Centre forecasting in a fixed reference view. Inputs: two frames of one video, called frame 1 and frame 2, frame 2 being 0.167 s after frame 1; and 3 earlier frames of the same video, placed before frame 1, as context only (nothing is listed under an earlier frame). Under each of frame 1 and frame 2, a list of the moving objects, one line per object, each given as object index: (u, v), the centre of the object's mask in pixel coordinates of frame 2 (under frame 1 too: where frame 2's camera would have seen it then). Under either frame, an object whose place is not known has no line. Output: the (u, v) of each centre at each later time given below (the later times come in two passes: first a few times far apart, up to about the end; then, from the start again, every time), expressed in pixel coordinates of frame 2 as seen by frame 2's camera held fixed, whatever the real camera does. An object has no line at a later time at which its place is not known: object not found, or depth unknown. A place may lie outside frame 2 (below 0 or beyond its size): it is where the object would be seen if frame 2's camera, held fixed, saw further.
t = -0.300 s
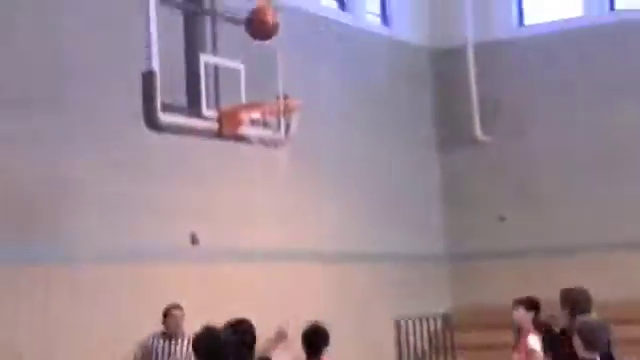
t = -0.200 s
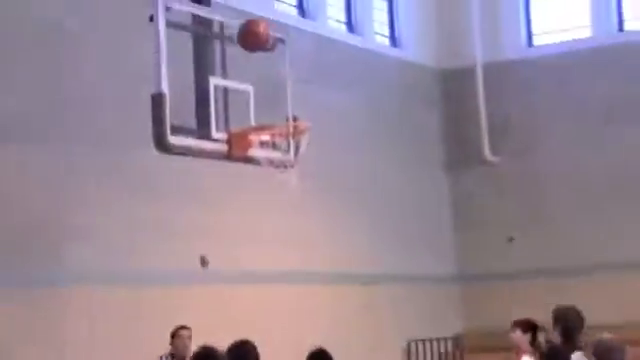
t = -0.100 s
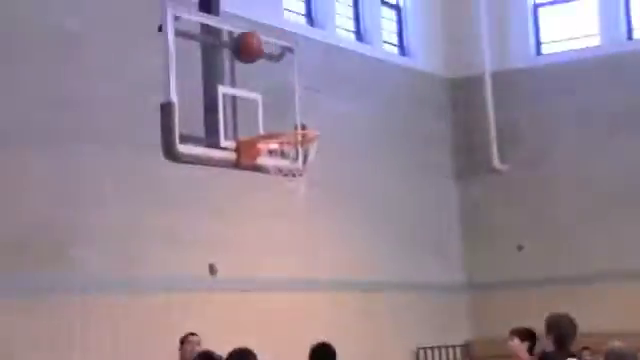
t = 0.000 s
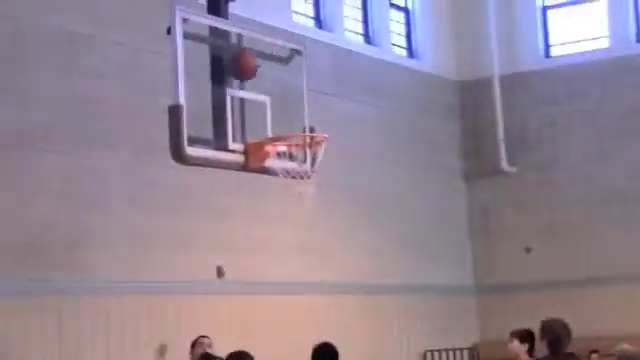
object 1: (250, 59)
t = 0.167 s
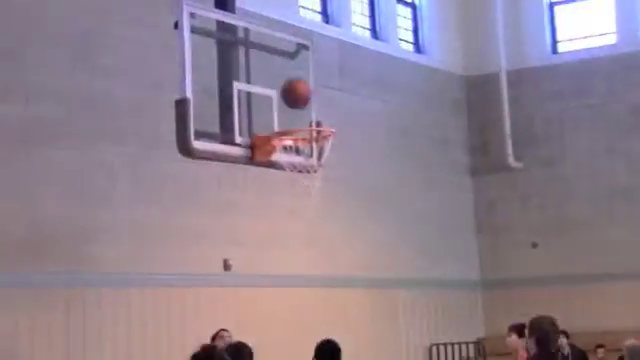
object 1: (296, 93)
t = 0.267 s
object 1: (316, 114)
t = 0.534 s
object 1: (305, 116)
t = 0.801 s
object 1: (293, 137)
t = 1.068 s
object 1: (292, 208)
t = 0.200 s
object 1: (305, 104)
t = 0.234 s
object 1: (315, 114)
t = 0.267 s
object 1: (316, 114)
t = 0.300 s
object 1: (315, 112)
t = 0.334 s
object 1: (313, 112)
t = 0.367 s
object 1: (312, 112)
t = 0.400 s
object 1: (311, 113)
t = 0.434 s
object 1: (309, 114)
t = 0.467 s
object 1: (306, 117)
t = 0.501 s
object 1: (306, 118)
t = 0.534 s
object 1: (305, 116)
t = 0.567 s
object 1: (301, 115)
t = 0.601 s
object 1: (300, 114)
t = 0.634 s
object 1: (299, 114)
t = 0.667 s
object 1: (297, 115)
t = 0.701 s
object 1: (296, 117)
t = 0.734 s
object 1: (295, 119)
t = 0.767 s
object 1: (294, 122)
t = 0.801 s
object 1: (293, 137)
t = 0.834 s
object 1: (290, 146)
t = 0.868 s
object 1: (287, 158)
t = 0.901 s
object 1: (289, 168)
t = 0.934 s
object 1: (287, 174)
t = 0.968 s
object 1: (287, 182)
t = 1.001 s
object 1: (289, 189)
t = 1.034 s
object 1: (290, 197)
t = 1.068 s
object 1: (292, 208)
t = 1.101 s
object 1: (293, 220)
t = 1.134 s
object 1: (294, 234)
